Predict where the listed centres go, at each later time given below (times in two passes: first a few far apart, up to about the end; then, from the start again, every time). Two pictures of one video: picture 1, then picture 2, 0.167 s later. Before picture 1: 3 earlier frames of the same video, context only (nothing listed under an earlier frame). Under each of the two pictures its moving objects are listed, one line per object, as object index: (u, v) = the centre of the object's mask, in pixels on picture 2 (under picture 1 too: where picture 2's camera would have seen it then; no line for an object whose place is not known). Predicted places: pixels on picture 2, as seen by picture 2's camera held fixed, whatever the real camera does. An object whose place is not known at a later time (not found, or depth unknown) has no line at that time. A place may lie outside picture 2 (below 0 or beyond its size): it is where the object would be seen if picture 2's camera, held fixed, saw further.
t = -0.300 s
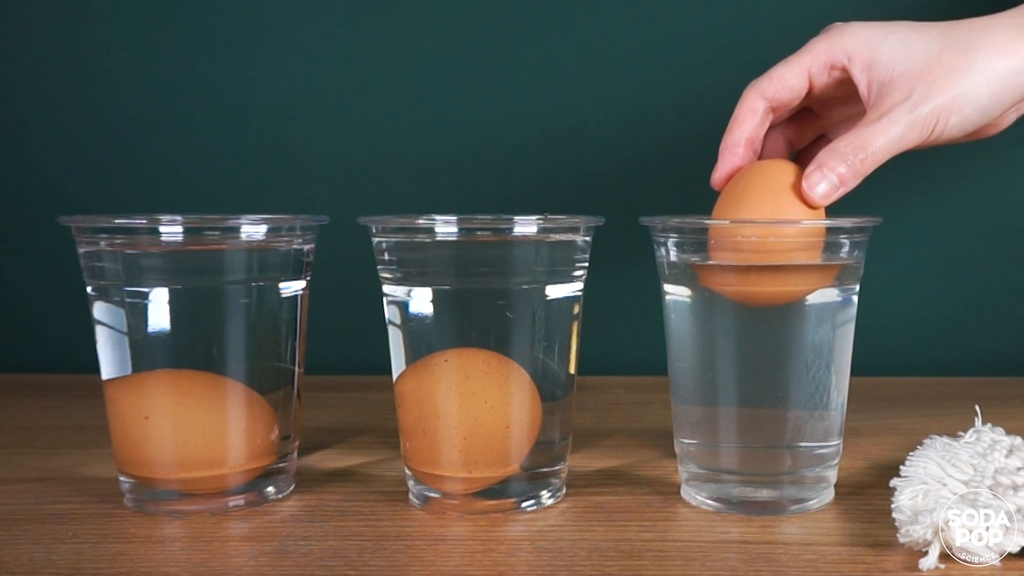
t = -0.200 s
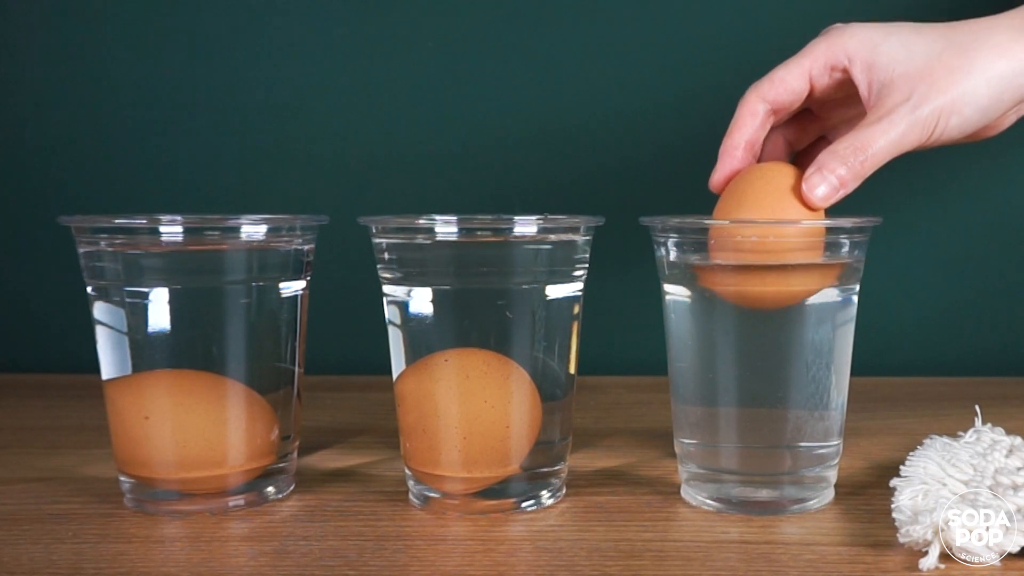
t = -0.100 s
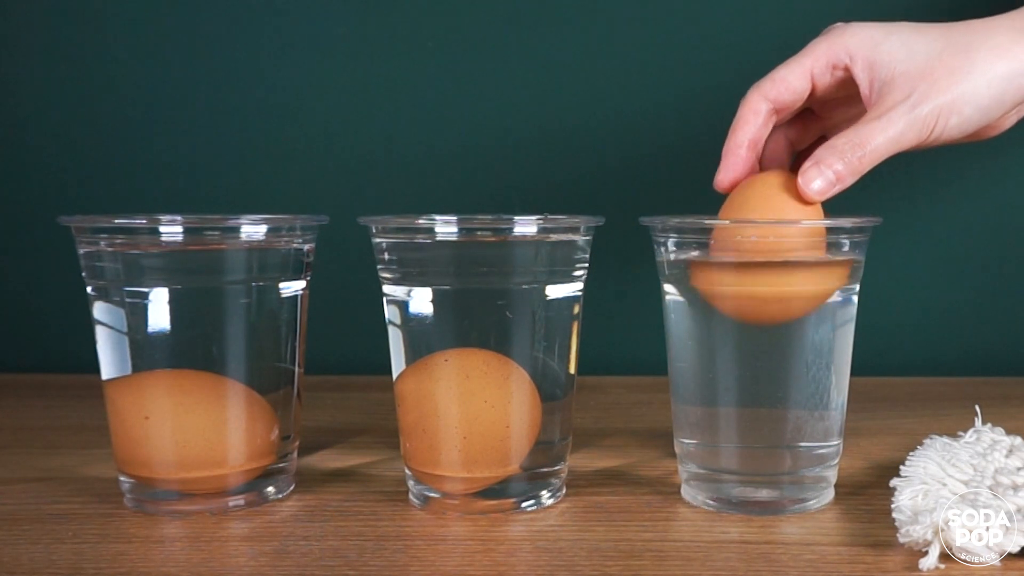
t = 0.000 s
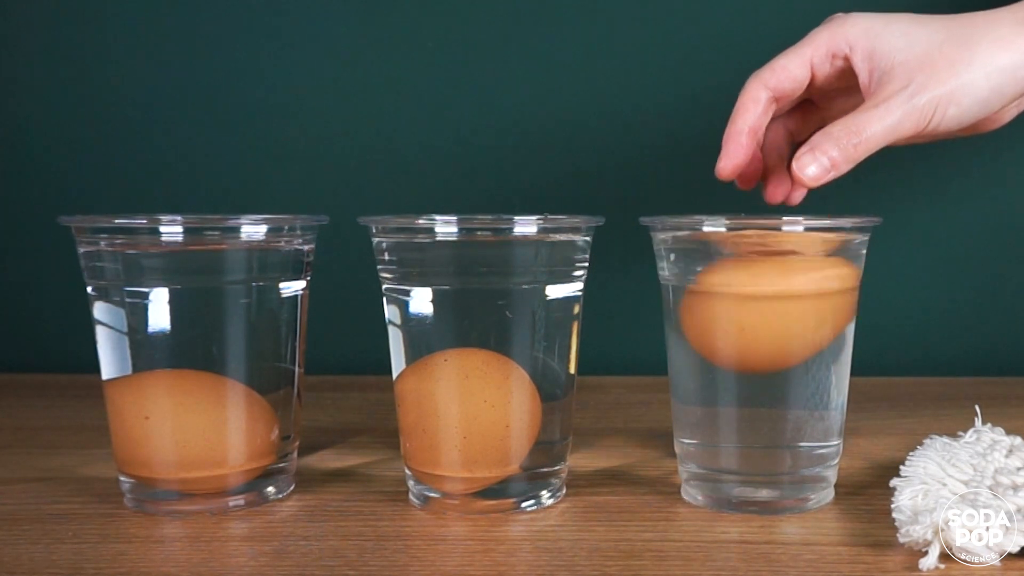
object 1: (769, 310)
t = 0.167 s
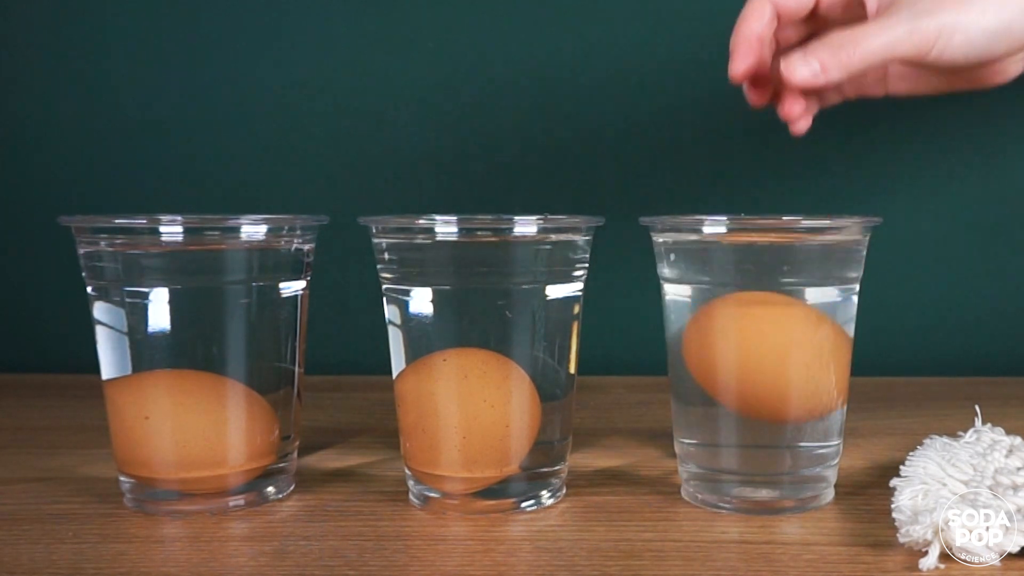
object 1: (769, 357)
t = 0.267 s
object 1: (771, 374)
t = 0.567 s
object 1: (779, 370)
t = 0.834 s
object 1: (785, 318)
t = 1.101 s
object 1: (784, 286)
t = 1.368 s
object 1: (777, 297)
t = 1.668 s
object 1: (775, 286)
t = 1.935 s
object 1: (775, 288)
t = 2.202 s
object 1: (775, 286)
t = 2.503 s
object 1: (775, 287)
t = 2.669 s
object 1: (776, 288)
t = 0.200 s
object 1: (770, 364)
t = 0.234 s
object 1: (771, 370)
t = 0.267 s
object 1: (771, 374)
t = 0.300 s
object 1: (772, 377)
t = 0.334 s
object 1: (772, 380)
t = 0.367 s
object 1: (773, 381)
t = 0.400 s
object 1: (774, 381)
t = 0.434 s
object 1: (775, 380)
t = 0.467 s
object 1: (775, 379)
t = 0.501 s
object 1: (776, 376)
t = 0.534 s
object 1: (777, 373)
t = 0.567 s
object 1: (779, 370)
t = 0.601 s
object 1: (780, 365)
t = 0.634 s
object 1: (781, 361)
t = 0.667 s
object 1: (781, 356)
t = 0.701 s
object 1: (782, 351)
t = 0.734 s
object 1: (782, 343)
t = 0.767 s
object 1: (784, 335)
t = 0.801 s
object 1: (785, 326)
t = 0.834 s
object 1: (785, 318)
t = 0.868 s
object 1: (785, 310)
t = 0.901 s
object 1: (785, 304)
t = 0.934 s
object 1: (785, 291)
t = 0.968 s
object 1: (784, 285)
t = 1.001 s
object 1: (784, 281)
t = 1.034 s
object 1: (782, 273)
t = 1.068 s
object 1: (783, 273)
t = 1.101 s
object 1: (784, 286)
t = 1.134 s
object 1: (784, 278)
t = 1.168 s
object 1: (782, 282)
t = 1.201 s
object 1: (779, 285)
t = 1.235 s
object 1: (779, 290)
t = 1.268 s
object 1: (778, 295)
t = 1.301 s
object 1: (777, 295)
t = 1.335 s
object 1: (777, 296)
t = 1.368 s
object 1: (777, 297)
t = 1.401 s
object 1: (777, 295)
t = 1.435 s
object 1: (777, 297)
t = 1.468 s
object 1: (776, 292)
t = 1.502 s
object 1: (775, 290)
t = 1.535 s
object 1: (775, 287)
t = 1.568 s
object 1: (775, 286)
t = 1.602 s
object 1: (775, 285)
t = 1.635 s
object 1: (775, 285)
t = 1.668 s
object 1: (775, 286)
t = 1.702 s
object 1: (776, 288)
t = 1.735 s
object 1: (776, 289)
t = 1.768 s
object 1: (776, 289)
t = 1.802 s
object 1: (775, 289)
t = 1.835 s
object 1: (775, 290)
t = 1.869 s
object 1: (775, 289)
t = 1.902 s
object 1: (775, 289)
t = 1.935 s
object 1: (775, 288)
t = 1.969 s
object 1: (776, 288)
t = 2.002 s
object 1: (776, 287)
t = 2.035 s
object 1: (776, 285)
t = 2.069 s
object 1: (776, 285)
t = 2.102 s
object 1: (775, 284)
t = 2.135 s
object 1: (775, 285)
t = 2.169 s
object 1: (775, 286)
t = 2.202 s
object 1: (775, 286)
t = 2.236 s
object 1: (775, 287)
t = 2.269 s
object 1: (776, 287)
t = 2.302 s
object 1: (776, 287)
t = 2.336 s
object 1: (776, 288)
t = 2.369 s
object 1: (776, 288)
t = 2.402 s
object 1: (776, 288)
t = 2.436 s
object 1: (776, 287)
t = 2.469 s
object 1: (775, 287)
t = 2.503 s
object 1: (775, 287)
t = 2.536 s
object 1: (775, 287)
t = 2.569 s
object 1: (776, 288)
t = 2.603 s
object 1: (776, 288)
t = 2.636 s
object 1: (776, 288)
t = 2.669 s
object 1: (776, 288)
